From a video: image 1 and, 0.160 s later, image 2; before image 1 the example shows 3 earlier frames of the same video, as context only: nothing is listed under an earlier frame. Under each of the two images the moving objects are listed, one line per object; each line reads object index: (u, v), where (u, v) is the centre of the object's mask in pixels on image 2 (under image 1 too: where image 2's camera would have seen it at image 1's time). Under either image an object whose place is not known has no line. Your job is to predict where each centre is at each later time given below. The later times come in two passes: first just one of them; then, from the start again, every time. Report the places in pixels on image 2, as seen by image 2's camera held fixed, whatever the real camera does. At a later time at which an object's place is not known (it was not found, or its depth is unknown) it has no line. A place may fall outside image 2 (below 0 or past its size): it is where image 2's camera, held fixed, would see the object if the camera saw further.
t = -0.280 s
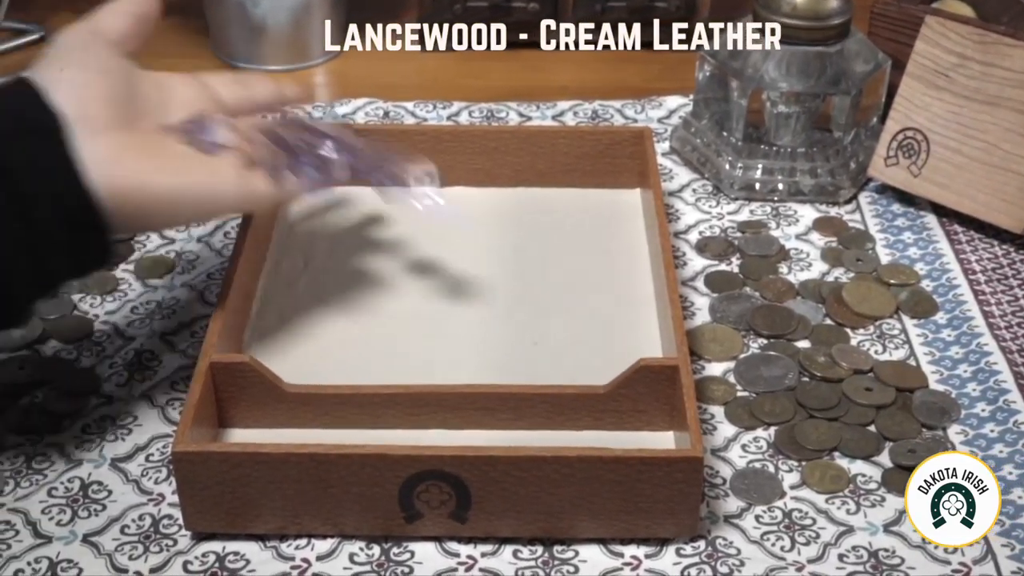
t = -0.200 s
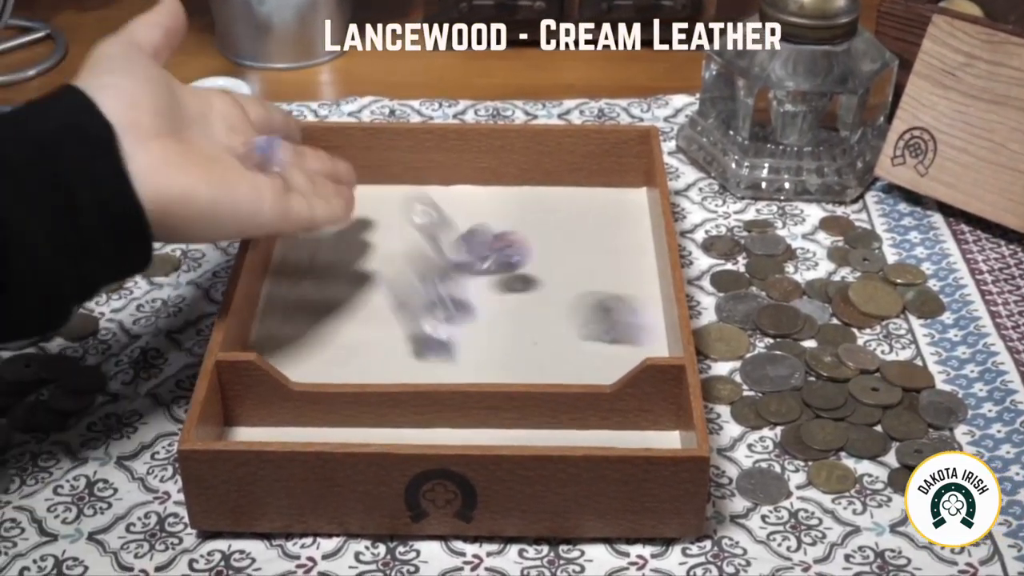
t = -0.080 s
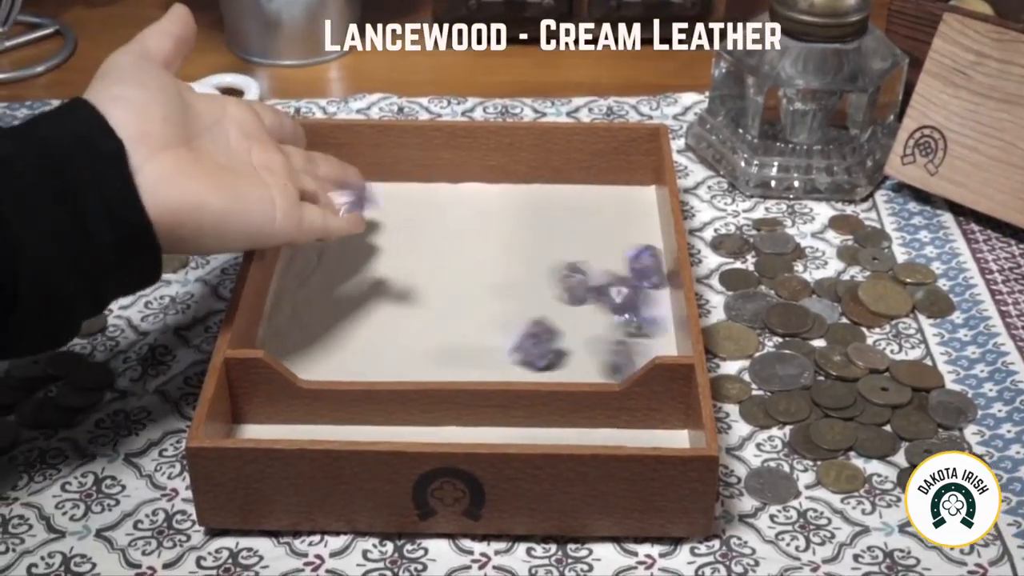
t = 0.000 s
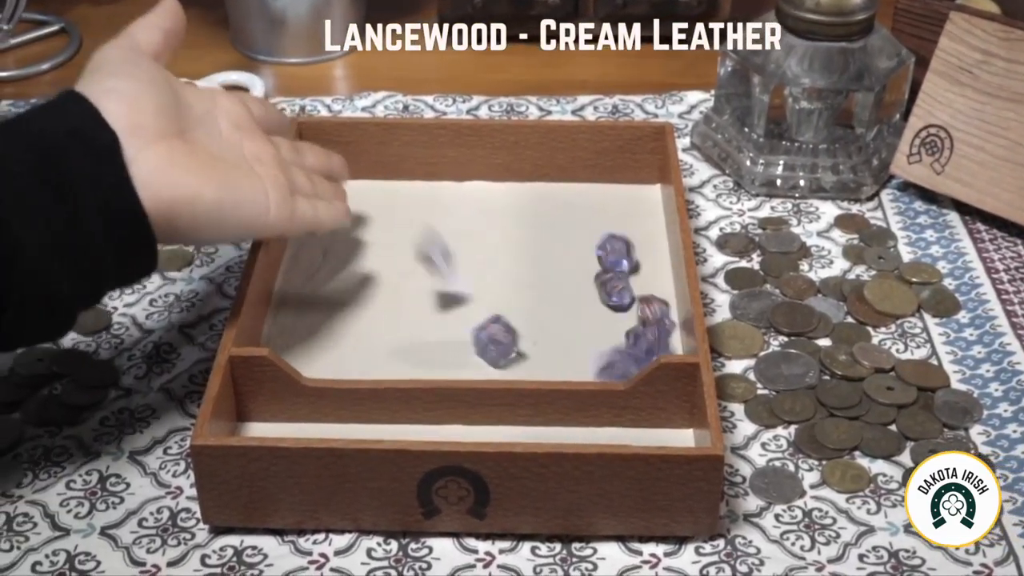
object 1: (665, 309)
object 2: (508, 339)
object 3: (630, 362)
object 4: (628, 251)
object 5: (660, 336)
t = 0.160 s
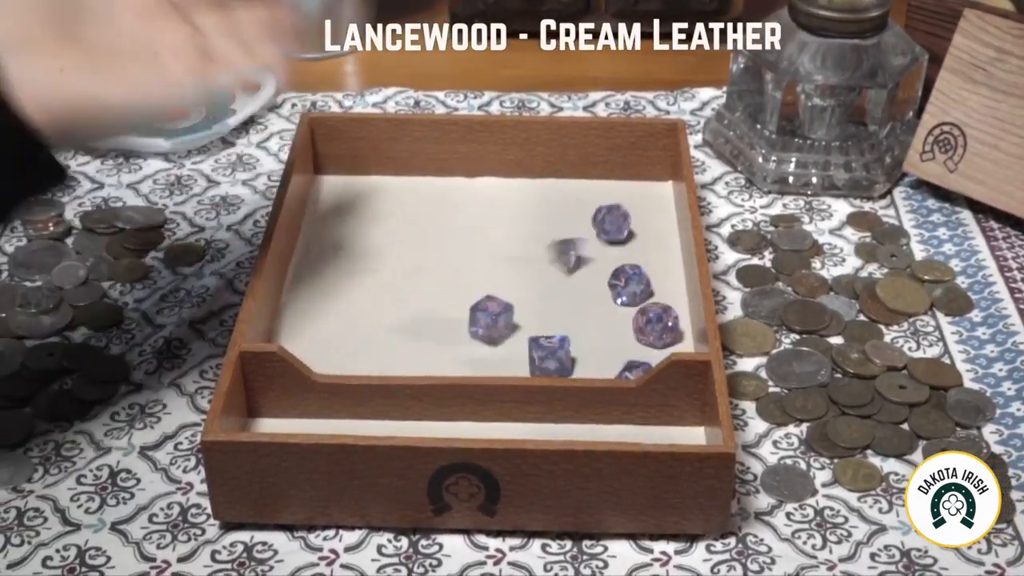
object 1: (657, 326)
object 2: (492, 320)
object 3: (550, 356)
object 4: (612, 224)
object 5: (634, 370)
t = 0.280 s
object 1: (660, 327)
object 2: (492, 319)
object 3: (550, 356)
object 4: (622, 208)
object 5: (632, 367)
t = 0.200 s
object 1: (659, 327)
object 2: (492, 319)
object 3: (550, 356)
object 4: (614, 218)
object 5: (635, 369)
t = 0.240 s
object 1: (662, 327)
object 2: (492, 319)
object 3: (550, 356)
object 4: (616, 212)
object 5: (634, 367)
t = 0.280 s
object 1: (660, 327)
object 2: (492, 319)
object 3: (550, 356)
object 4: (622, 208)
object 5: (632, 367)
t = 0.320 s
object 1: (660, 327)
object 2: (492, 319)
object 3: (550, 356)
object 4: (628, 203)
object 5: (634, 368)
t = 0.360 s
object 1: (660, 327)
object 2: (492, 318)
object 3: (550, 356)
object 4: (631, 199)
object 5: (637, 367)
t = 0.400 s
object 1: (660, 327)
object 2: (492, 319)
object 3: (549, 356)
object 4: (632, 195)
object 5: (637, 367)
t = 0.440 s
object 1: (660, 327)
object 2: (492, 319)
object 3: (550, 357)
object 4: (631, 190)
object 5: (635, 368)
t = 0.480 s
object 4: (629, 188)
